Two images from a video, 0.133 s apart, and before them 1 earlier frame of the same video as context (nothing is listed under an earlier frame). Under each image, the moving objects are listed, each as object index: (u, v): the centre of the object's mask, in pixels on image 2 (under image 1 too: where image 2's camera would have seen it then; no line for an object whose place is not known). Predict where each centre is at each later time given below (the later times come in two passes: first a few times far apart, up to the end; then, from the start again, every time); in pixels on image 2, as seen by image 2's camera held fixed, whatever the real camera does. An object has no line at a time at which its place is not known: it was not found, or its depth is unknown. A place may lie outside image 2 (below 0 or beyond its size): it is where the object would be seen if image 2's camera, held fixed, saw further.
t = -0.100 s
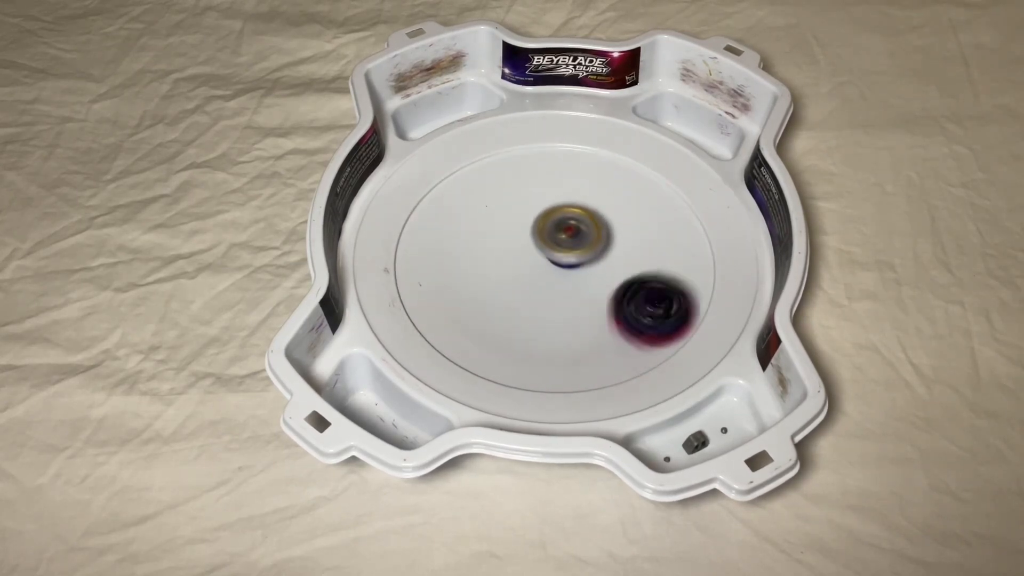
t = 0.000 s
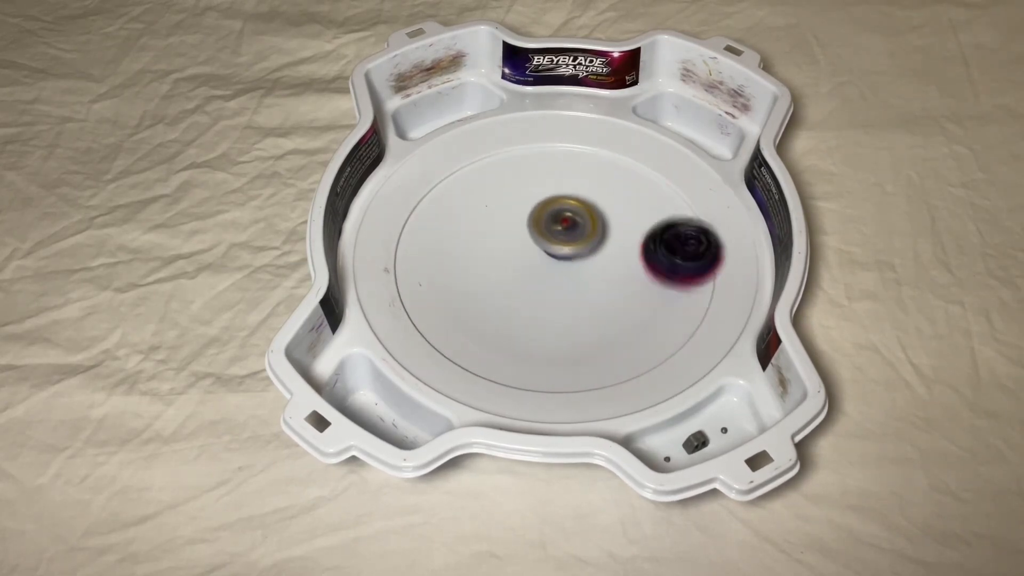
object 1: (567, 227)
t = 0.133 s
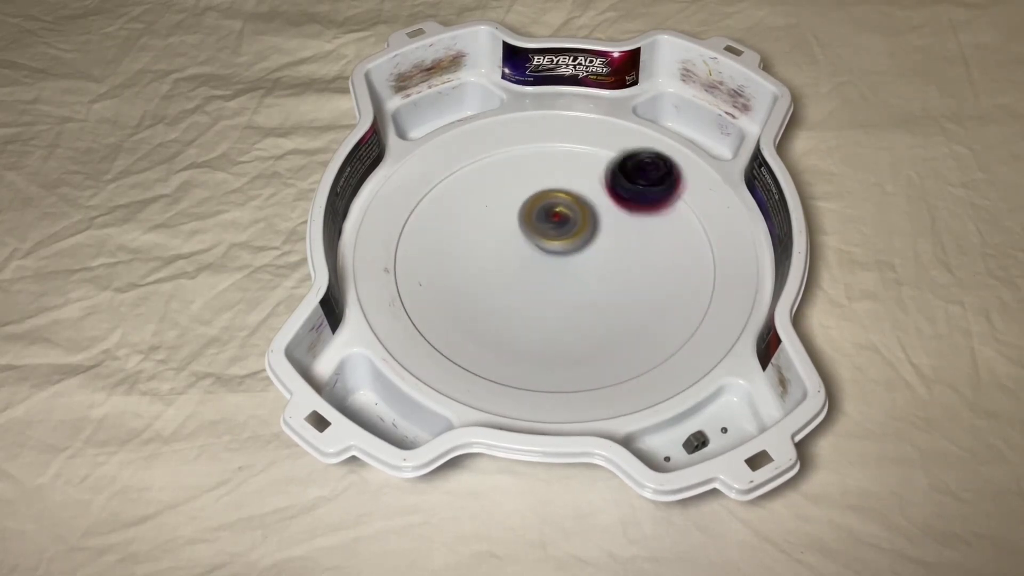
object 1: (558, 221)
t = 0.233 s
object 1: (551, 221)
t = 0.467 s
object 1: (547, 233)
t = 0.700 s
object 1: (568, 246)
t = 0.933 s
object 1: (587, 245)
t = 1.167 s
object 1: (585, 236)
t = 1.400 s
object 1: (561, 235)
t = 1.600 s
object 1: (545, 243)
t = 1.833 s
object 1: (544, 250)
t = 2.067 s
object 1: (559, 248)
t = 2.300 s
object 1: (575, 235)
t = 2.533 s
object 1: (574, 221)
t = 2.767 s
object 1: (561, 228)
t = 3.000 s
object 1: (560, 245)
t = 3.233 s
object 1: (569, 257)
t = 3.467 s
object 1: (576, 254)
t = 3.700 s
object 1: (576, 235)
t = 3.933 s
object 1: (520, 224)
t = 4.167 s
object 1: (462, 258)
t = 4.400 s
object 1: (472, 276)
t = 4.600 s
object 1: (534, 254)
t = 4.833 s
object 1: (566, 216)
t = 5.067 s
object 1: (577, 186)
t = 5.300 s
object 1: (581, 197)
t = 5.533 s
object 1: (580, 223)
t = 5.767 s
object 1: (582, 263)
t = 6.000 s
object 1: (587, 285)
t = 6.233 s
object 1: (571, 266)
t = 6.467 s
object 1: (589, 270)
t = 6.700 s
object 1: (602, 262)
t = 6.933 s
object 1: (581, 238)
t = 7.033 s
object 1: (577, 228)
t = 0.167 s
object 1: (556, 220)
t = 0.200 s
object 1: (553, 221)
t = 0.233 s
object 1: (551, 221)
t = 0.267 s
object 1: (549, 222)
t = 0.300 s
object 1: (548, 223)
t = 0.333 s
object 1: (546, 225)
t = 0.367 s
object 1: (545, 226)
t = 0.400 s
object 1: (545, 228)
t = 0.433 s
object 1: (546, 231)
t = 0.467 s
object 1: (547, 233)
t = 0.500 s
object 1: (549, 236)
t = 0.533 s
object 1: (551, 238)
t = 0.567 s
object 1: (554, 240)
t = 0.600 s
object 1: (557, 242)
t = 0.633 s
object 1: (561, 243)
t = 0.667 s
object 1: (564, 244)
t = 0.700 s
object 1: (568, 246)
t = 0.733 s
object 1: (571, 246)
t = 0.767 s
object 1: (575, 247)
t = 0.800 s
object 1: (578, 247)
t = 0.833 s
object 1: (581, 247)
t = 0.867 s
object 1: (583, 246)
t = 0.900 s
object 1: (585, 246)
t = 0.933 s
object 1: (587, 245)
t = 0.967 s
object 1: (589, 244)
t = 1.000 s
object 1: (590, 243)
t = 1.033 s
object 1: (590, 241)
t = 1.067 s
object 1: (589, 240)
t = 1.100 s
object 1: (588, 238)
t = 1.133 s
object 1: (587, 237)
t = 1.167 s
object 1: (585, 236)
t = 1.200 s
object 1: (582, 235)
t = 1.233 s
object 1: (579, 234)
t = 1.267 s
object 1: (575, 234)
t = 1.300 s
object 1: (572, 233)
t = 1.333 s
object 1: (568, 234)
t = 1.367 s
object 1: (564, 234)
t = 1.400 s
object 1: (561, 235)
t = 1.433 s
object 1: (557, 236)
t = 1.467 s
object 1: (554, 237)
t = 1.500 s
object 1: (551, 239)
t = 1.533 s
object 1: (548, 240)
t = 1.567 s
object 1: (546, 241)
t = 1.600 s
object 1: (545, 243)
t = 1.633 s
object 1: (544, 244)
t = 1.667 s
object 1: (543, 245)
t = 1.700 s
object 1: (542, 246)
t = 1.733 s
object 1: (542, 247)
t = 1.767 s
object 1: (543, 248)
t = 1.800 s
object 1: (543, 249)
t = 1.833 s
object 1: (544, 250)
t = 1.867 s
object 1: (545, 251)
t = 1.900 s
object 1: (547, 251)
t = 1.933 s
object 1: (549, 251)
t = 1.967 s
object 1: (552, 250)
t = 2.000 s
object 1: (554, 250)
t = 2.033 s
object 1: (557, 249)
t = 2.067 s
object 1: (559, 248)
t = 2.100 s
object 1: (561, 247)
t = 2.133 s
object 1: (564, 245)
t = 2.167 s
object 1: (567, 243)
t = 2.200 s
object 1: (569, 242)
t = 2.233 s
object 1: (572, 240)
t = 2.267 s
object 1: (574, 237)
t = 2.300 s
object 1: (575, 235)
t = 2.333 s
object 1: (577, 233)
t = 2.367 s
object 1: (577, 230)
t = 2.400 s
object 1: (578, 228)
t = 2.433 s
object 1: (578, 226)
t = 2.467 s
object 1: (577, 224)
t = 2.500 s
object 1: (576, 222)
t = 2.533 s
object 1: (574, 221)
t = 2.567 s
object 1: (572, 220)
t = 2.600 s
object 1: (570, 220)
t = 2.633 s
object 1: (568, 221)
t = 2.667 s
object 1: (566, 222)
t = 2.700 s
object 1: (564, 223)
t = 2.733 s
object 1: (562, 225)
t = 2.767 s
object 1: (561, 228)
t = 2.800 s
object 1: (560, 230)
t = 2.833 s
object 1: (560, 232)
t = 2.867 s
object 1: (559, 235)
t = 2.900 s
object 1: (559, 237)
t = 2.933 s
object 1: (559, 240)
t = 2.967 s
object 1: (559, 242)
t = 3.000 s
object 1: (560, 245)
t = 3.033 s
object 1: (560, 247)
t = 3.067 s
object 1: (561, 249)
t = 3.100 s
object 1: (563, 252)
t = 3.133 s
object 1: (565, 254)
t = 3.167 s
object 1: (566, 255)
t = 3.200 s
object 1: (568, 256)
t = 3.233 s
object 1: (569, 257)
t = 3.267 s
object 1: (570, 257)
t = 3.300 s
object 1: (570, 257)
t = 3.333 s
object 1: (571, 257)
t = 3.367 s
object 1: (571, 257)
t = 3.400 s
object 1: (572, 257)
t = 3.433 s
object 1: (573, 255)
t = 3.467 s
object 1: (576, 254)
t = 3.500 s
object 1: (578, 251)
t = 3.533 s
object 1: (579, 248)
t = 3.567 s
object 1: (579, 245)
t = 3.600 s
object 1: (578, 242)
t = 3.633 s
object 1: (577, 239)
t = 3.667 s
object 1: (576, 237)
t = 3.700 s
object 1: (576, 235)
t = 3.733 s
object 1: (575, 232)
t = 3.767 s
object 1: (572, 229)
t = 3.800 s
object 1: (560, 227)
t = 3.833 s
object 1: (548, 225)
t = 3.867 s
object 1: (537, 224)
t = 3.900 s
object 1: (527, 224)
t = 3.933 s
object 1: (520, 224)
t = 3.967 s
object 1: (512, 224)
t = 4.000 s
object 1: (504, 226)
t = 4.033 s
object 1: (493, 230)
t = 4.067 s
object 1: (479, 239)
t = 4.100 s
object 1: (472, 246)
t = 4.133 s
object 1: (465, 253)
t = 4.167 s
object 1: (462, 258)
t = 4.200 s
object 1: (454, 264)
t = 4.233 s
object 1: (454, 269)
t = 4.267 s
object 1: (454, 274)
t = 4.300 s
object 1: (455, 275)
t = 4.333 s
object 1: (460, 277)
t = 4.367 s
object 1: (468, 277)
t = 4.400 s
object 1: (472, 276)
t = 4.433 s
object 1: (482, 274)
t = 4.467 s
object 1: (493, 272)
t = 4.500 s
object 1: (501, 268)
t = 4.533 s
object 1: (512, 264)
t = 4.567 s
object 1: (524, 261)
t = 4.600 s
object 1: (534, 254)
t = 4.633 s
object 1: (543, 250)
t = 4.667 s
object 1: (554, 245)
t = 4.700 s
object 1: (562, 240)
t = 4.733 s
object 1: (568, 235)
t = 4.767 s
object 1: (568, 228)
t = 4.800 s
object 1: (567, 221)
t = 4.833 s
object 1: (566, 216)
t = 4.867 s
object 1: (564, 211)
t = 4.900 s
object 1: (566, 206)
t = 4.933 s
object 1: (567, 201)
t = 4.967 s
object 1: (570, 196)
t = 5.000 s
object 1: (573, 191)
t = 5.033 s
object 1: (575, 188)
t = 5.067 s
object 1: (577, 186)
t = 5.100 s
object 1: (578, 185)
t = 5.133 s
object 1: (579, 187)
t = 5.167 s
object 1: (579, 187)
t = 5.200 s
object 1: (579, 190)
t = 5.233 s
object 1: (580, 192)
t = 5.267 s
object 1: (580, 195)
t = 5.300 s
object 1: (581, 197)
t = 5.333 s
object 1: (580, 197)
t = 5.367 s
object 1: (582, 200)
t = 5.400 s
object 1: (580, 202)
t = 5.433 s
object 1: (582, 206)
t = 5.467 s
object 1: (580, 211)
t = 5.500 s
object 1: (581, 216)
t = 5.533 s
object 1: (580, 223)
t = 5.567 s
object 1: (580, 229)
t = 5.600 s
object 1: (578, 235)
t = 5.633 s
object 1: (578, 240)
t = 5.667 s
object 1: (578, 247)
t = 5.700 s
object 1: (579, 255)
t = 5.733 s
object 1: (580, 258)
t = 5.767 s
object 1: (582, 263)
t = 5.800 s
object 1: (584, 268)
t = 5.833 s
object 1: (584, 274)
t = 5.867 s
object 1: (586, 277)
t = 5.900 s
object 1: (587, 281)
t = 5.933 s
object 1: (587, 284)
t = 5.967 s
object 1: (586, 285)
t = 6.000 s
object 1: (587, 285)
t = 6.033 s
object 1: (585, 285)
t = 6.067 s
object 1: (585, 284)
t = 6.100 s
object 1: (581, 282)
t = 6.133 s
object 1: (581, 279)
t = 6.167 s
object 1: (577, 275)
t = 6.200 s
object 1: (574, 271)
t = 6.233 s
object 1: (571, 266)
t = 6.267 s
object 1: (569, 263)
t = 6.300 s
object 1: (571, 269)
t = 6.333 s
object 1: (571, 267)
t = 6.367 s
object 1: (576, 266)
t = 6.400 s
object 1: (580, 265)
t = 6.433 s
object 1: (586, 268)
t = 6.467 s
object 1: (589, 270)
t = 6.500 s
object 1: (594, 270)
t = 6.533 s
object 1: (598, 271)
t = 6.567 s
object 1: (599, 269)
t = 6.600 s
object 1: (602, 268)
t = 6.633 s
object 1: (601, 267)
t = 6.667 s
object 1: (602, 264)
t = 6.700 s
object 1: (602, 262)
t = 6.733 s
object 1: (598, 258)
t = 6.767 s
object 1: (596, 255)
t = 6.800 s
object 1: (594, 253)
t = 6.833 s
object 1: (590, 248)
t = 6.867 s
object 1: (587, 244)
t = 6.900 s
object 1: (583, 240)
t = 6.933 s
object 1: (581, 238)
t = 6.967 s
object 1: (580, 235)
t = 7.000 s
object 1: (579, 232)
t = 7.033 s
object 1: (577, 228)
